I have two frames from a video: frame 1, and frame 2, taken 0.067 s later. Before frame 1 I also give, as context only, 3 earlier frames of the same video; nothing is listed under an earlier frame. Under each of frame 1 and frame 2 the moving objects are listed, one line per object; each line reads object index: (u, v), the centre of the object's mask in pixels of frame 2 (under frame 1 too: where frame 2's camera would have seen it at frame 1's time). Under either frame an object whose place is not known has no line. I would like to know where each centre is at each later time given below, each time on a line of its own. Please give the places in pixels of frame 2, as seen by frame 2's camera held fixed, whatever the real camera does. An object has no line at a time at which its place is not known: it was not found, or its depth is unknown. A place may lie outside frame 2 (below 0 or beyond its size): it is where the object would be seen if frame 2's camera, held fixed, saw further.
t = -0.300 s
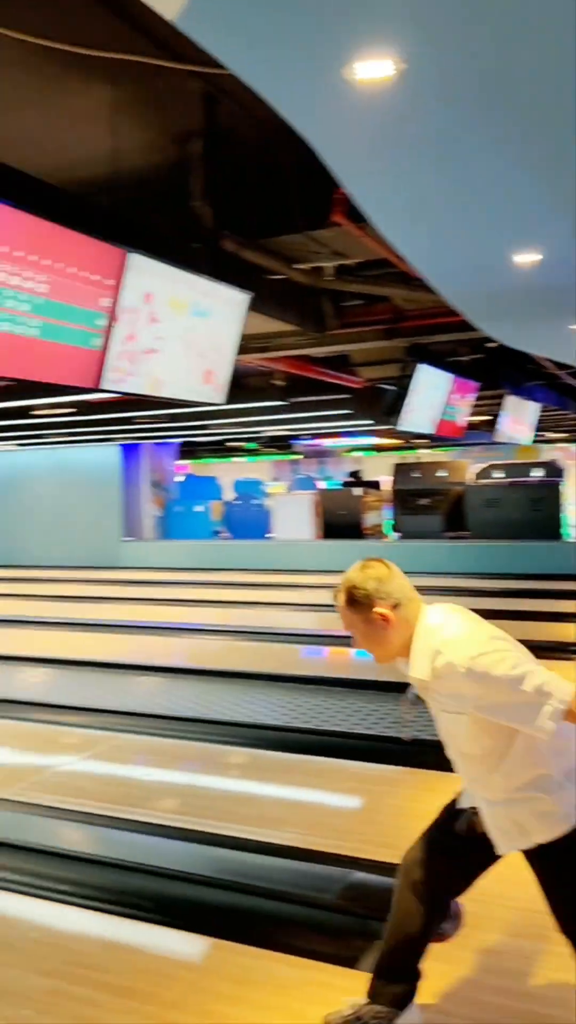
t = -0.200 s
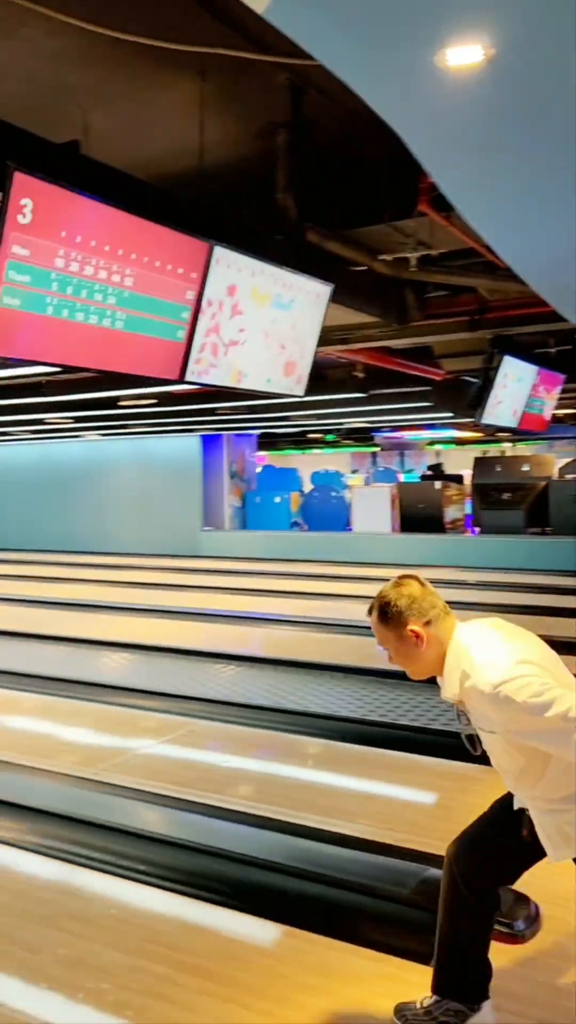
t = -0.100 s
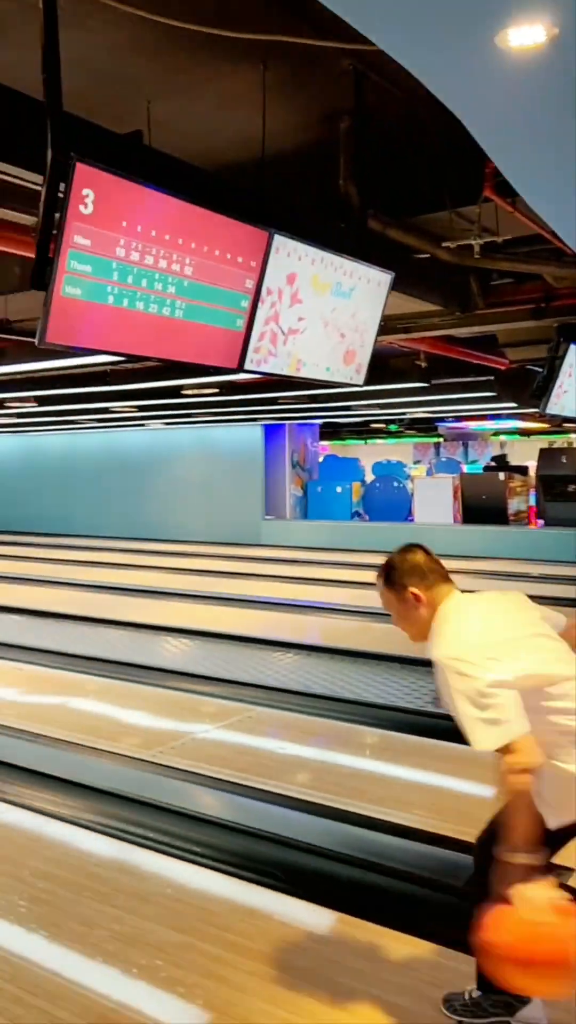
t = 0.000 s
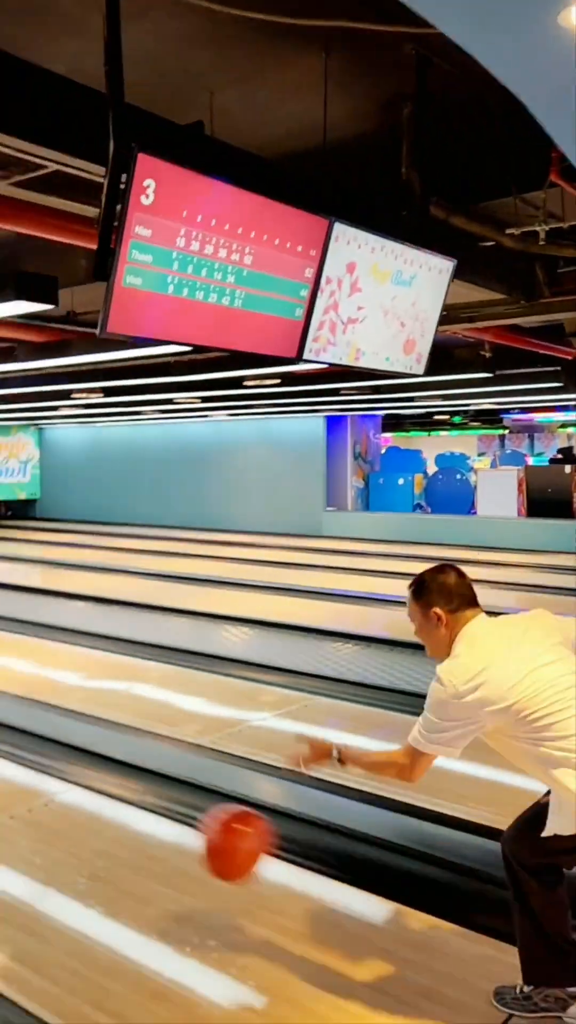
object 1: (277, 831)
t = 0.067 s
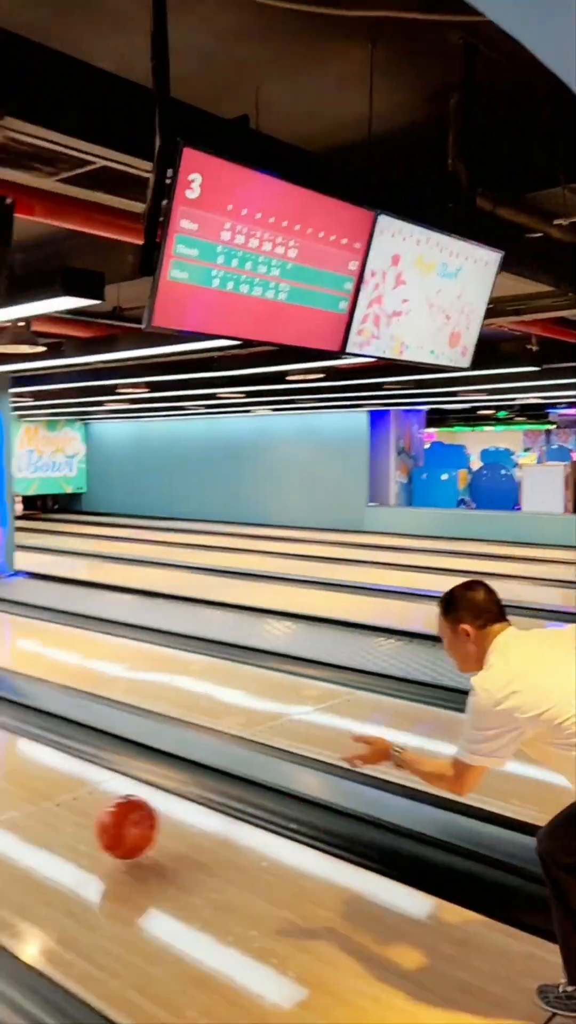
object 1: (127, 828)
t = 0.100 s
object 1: (69, 804)
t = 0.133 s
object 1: (20, 786)
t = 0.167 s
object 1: (-24, 768)
